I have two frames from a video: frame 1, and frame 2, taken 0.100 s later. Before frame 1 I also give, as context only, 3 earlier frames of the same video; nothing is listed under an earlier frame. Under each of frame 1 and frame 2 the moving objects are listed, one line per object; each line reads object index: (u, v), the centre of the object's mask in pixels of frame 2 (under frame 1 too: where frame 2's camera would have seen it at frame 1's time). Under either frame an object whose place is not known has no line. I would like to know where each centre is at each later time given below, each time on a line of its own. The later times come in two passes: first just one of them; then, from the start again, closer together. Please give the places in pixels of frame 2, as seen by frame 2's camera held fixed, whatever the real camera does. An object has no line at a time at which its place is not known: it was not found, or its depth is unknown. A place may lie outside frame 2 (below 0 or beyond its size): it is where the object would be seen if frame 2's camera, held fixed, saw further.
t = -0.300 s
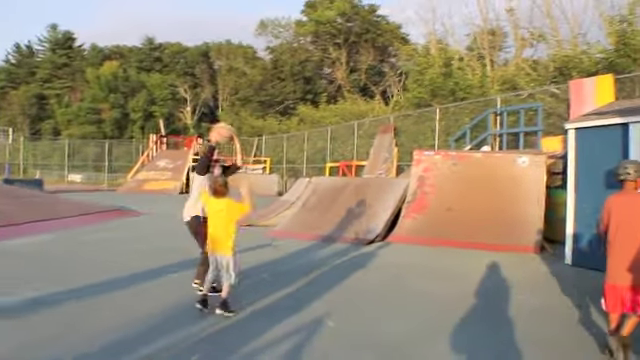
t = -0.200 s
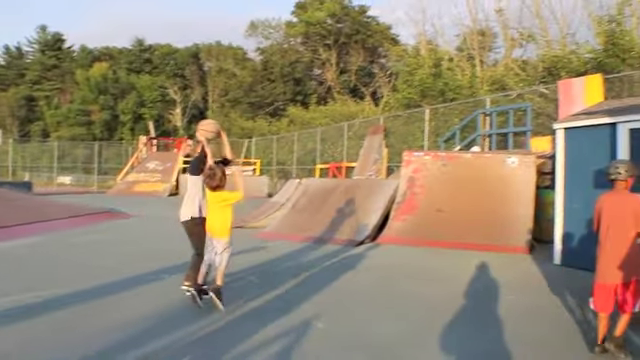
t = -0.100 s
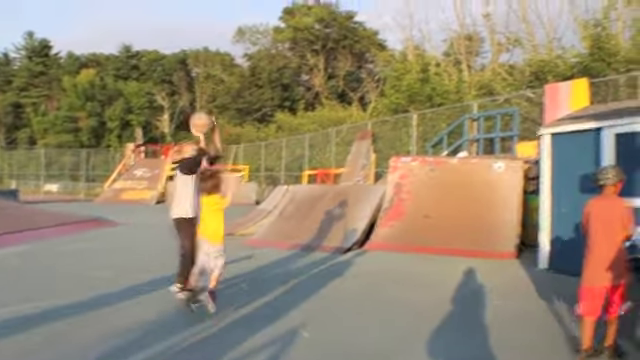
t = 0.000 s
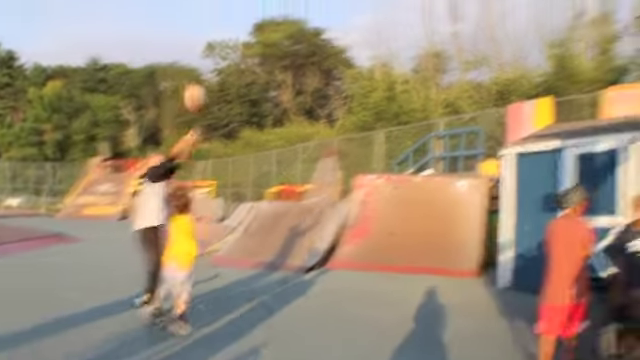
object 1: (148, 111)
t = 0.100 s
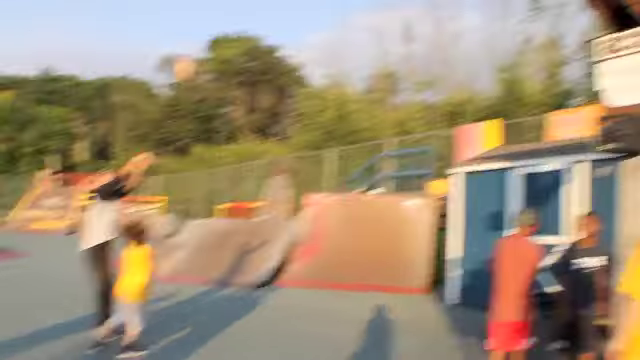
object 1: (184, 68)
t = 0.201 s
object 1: (224, 36)
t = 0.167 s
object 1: (212, 47)
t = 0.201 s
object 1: (224, 36)
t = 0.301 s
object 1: (267, 11)
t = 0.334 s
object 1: (280, 4)
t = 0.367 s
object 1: (294, -3)
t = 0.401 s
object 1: (307, -7)
